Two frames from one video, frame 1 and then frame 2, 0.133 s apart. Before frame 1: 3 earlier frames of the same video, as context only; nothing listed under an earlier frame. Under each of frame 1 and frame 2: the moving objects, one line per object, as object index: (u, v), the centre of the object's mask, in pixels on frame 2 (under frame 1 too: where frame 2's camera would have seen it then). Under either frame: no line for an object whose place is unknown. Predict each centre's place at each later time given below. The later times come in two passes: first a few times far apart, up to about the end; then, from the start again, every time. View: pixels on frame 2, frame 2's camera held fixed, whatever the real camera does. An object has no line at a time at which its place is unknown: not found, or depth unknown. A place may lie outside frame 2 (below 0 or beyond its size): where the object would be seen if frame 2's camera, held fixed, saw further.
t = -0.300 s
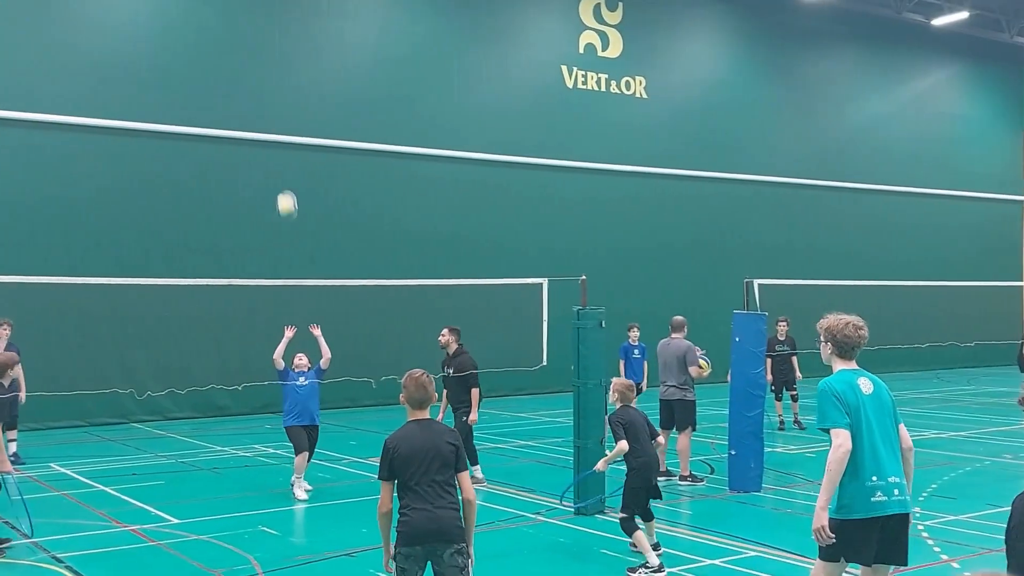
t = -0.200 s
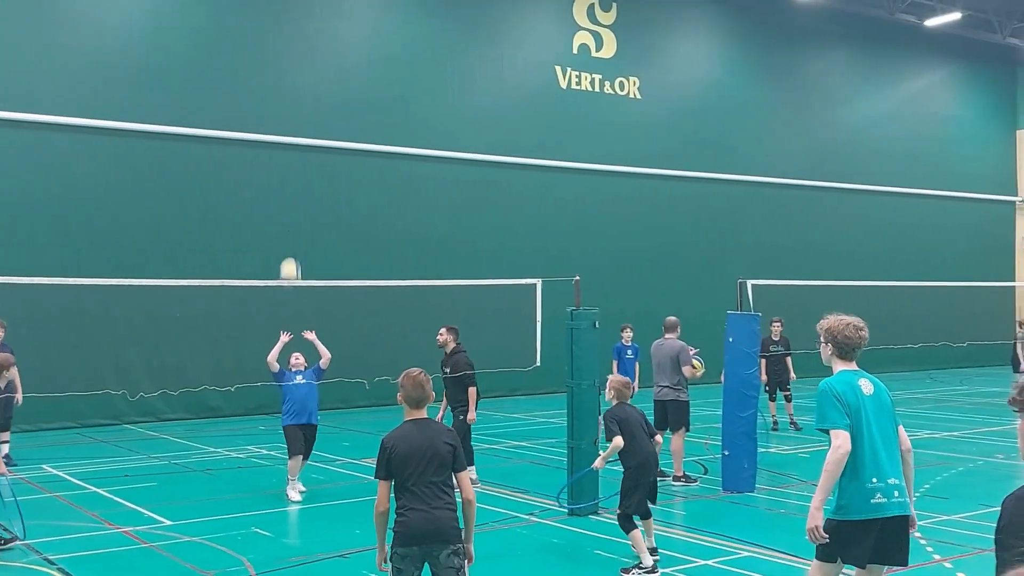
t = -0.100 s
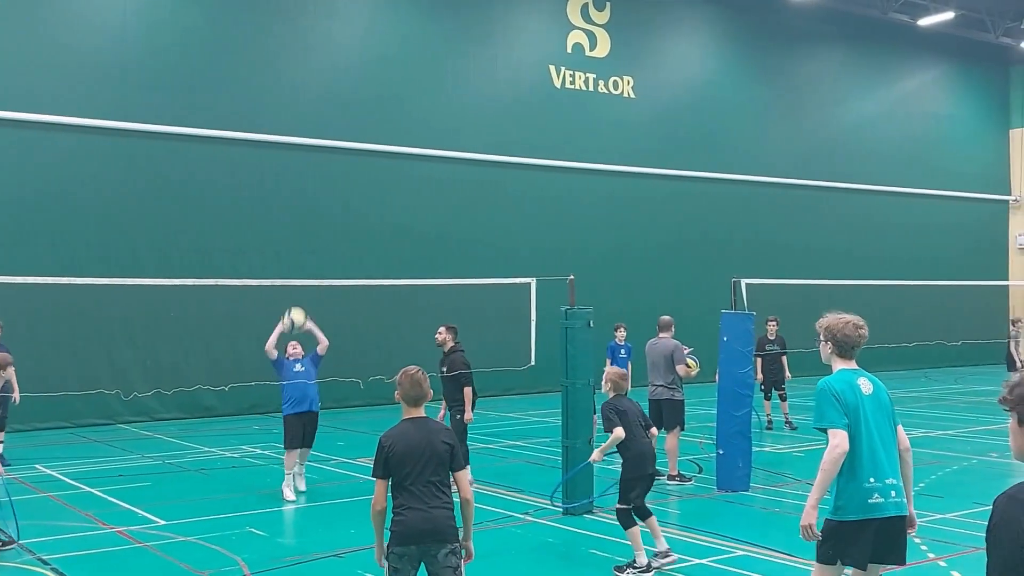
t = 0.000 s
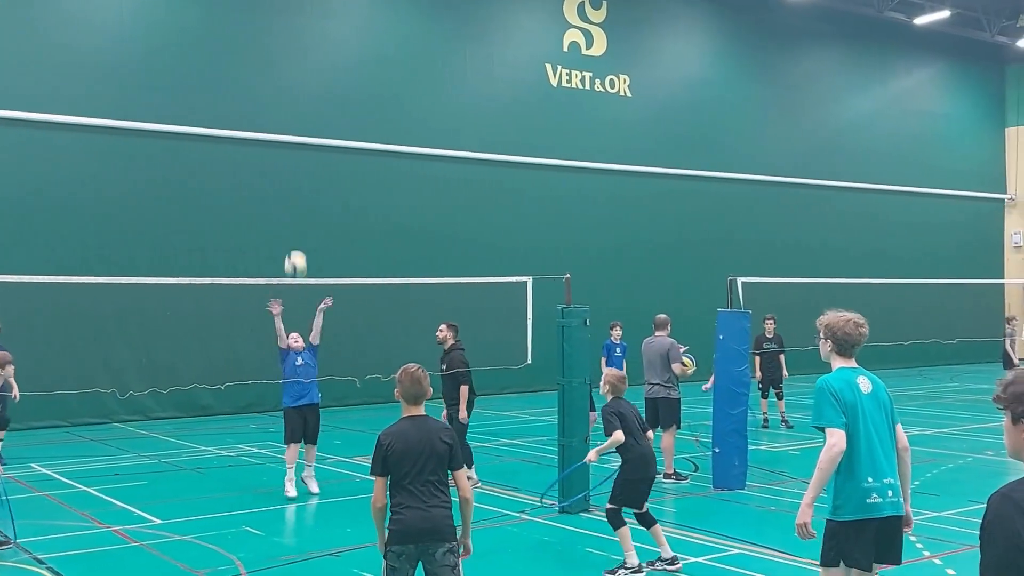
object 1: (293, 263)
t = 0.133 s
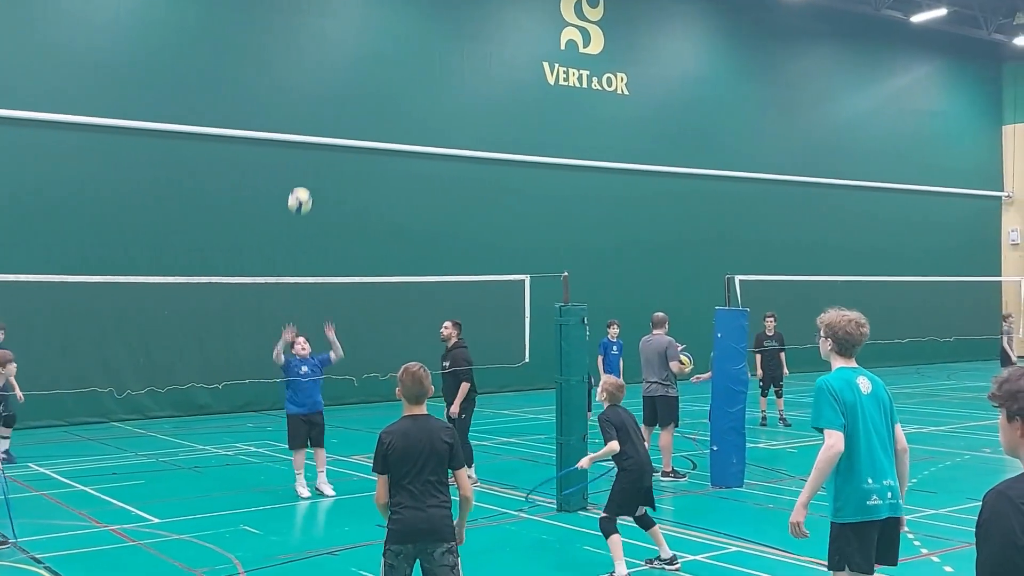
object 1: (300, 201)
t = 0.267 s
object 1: (307, 155)
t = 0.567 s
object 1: (326, 114)
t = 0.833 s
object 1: (349, 173)
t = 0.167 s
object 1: (302, 188)
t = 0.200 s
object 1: (303, 176)
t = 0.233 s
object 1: (305, 164)
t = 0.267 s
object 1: (307, 155)
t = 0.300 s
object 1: (308, 145)
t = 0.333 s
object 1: (311, 137)
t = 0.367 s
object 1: (312, 129)
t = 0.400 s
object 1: (314, 123)
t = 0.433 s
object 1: (317, 119)
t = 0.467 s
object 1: (319, 116)
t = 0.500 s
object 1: (321, 114)
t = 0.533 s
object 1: (324, 113)
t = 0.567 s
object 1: (326, 114)
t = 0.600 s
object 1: (329, 116)
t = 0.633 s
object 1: (331, 119)
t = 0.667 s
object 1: (334, 124)
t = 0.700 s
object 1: (337, 130)
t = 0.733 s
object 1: (340, 139)
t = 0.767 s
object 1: (343, 149)
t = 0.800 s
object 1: (346, 160)
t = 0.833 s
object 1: (349, 173)
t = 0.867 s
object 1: (352, 188)
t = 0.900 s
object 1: (355, 206)
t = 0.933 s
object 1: (358, 224)
